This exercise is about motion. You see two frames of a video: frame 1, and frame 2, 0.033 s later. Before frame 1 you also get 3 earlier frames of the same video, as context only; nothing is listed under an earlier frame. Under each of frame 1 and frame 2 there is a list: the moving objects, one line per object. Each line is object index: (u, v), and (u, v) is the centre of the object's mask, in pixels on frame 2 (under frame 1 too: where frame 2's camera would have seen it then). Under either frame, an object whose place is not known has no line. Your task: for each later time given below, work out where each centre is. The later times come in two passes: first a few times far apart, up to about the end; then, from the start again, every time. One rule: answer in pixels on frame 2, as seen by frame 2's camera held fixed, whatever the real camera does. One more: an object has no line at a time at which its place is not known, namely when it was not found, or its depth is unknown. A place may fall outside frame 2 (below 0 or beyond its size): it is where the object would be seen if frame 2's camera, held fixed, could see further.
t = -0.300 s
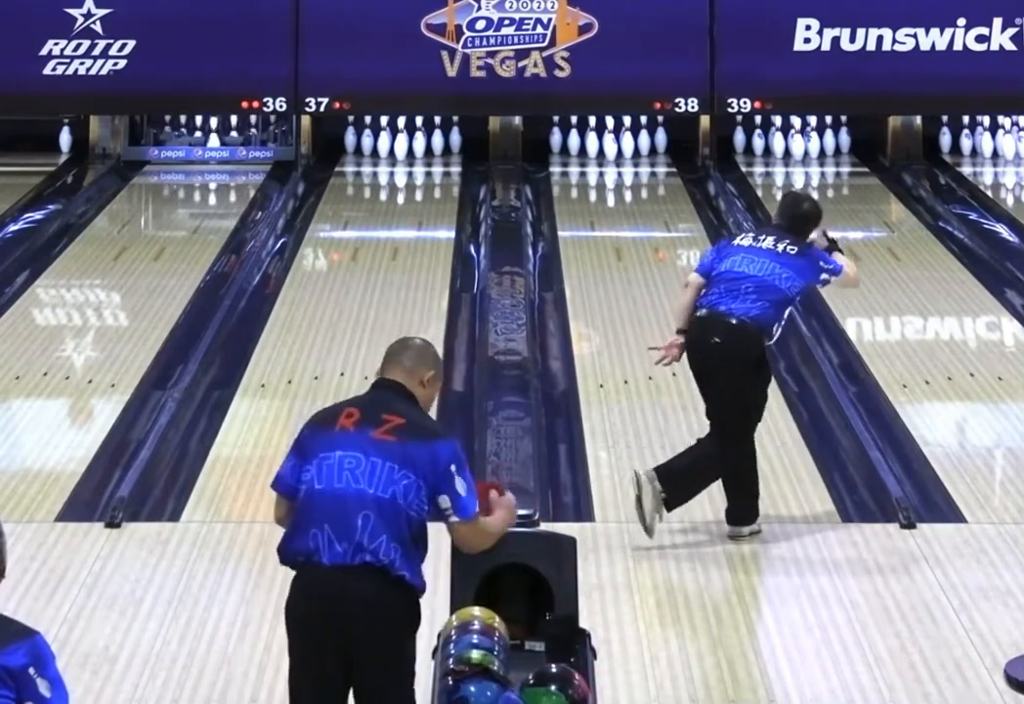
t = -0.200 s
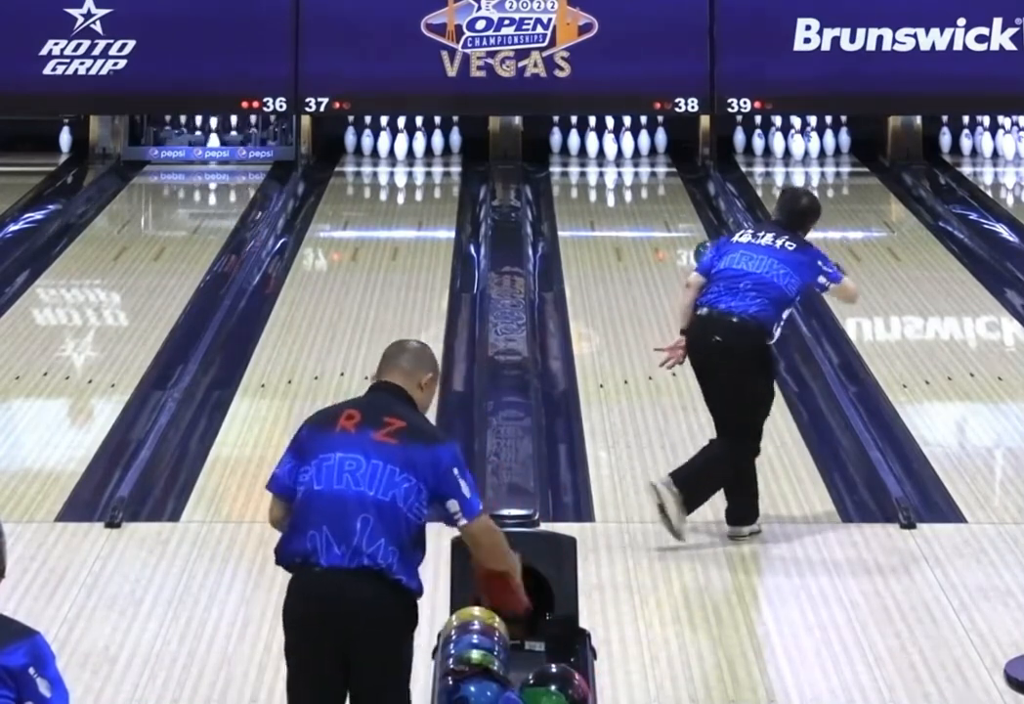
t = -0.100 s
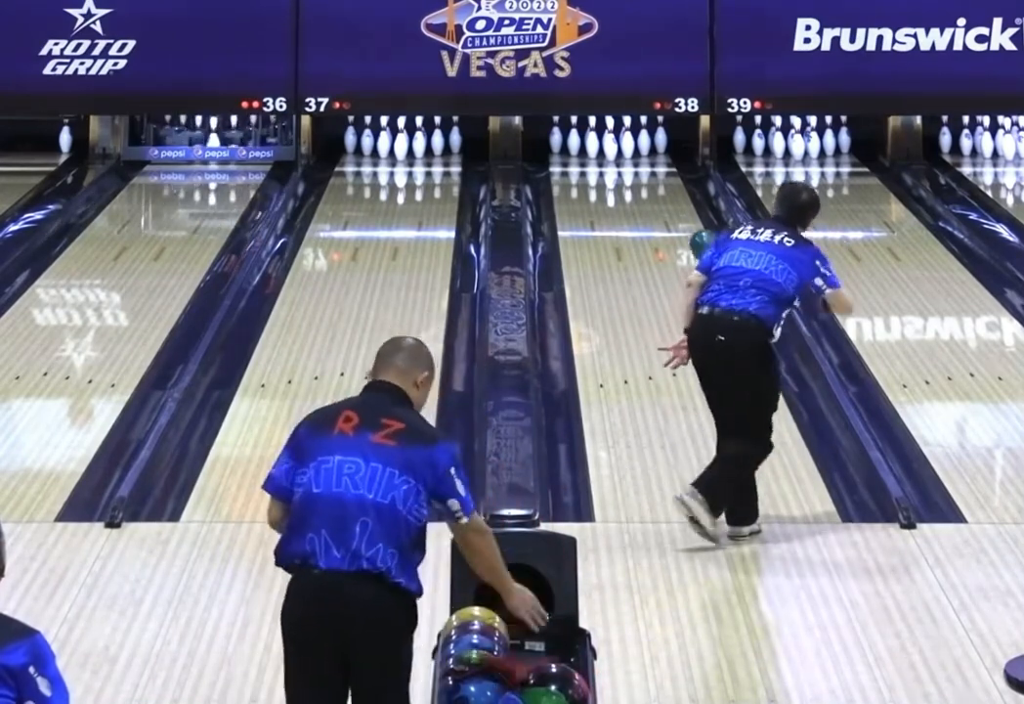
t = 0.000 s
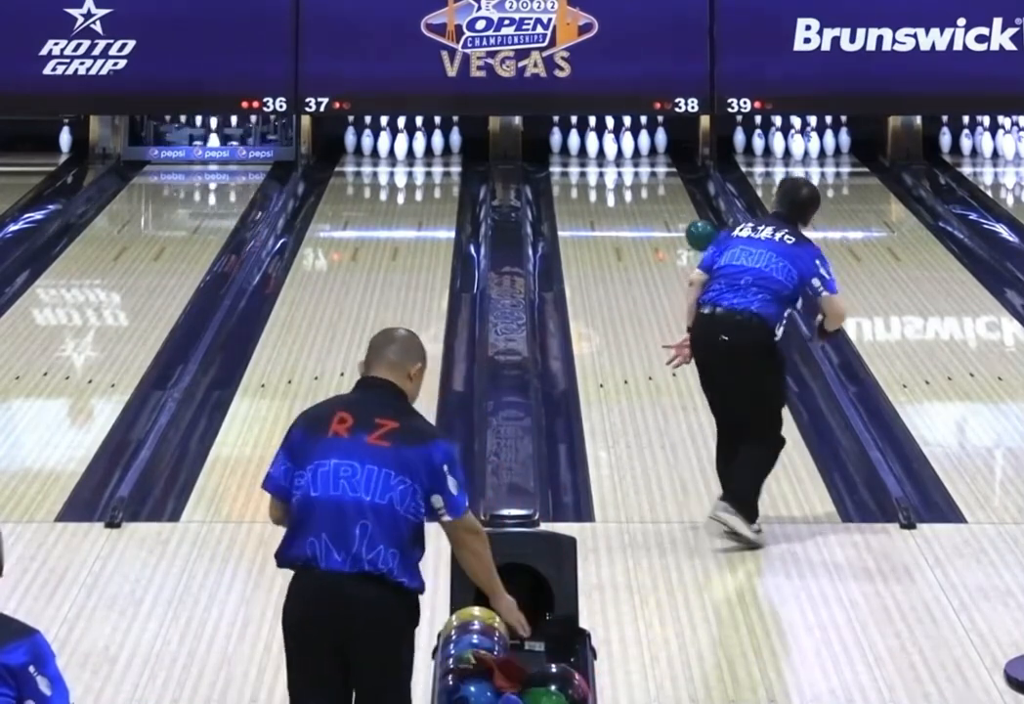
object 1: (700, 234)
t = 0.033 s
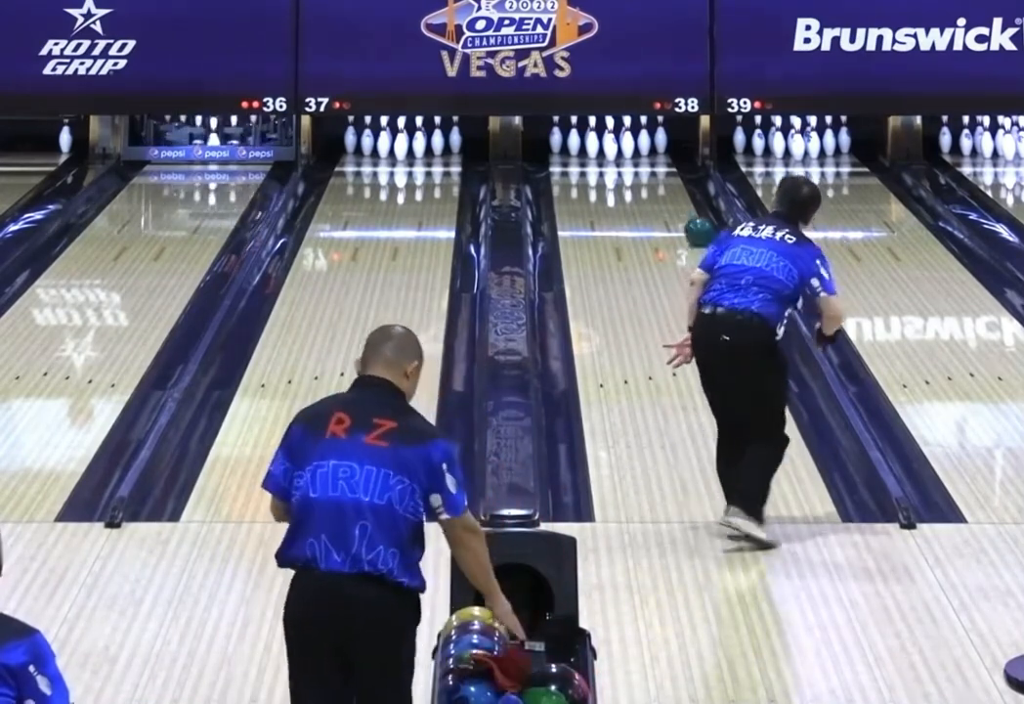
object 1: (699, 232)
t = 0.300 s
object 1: (687, 207)
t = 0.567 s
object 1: (671, 187)
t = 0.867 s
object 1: (650, 167)
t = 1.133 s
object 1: (627, 153)
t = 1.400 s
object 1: (628, 144)
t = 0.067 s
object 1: (698, 229)
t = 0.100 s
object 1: (695, 225)
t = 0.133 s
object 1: (694, 221)
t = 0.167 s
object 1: (692, 219)
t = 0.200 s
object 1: (691, 216)
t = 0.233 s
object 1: (690, 213)
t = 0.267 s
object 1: (688, 209)
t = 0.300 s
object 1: (687, 207)
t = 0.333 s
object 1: (686, 204)
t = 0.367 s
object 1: (684, 202)
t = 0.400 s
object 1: (682, 200)
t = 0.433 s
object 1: (678, 197)
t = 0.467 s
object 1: (677, 194)
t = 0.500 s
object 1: (675, 191)
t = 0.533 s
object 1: (673, 189)
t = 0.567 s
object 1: (671, 187)
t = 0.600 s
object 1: (669, 184)
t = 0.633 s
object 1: (667, 181)
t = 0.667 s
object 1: (664, 179)
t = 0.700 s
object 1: (663, 178)
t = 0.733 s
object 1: (660, 175)
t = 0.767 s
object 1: (657, 173)
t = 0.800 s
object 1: (654, 170)
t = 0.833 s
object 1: (652, 168)
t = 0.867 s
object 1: (650, 167)
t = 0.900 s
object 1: (648, 167)
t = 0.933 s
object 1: (645, 164)
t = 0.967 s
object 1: (640, 161)
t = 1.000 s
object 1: (638, 159)
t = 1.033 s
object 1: (636, 157)
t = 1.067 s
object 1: (634, 155)
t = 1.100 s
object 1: (629, 154)
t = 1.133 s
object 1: (627, 153)
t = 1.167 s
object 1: (626, 153)
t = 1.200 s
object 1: (625, 152)
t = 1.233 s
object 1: (626, 148)
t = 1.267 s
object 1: (627, 146)
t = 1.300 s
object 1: (627, 146)
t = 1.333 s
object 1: (628, 146)
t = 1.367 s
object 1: (628, 145)
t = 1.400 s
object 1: (628, 144)
